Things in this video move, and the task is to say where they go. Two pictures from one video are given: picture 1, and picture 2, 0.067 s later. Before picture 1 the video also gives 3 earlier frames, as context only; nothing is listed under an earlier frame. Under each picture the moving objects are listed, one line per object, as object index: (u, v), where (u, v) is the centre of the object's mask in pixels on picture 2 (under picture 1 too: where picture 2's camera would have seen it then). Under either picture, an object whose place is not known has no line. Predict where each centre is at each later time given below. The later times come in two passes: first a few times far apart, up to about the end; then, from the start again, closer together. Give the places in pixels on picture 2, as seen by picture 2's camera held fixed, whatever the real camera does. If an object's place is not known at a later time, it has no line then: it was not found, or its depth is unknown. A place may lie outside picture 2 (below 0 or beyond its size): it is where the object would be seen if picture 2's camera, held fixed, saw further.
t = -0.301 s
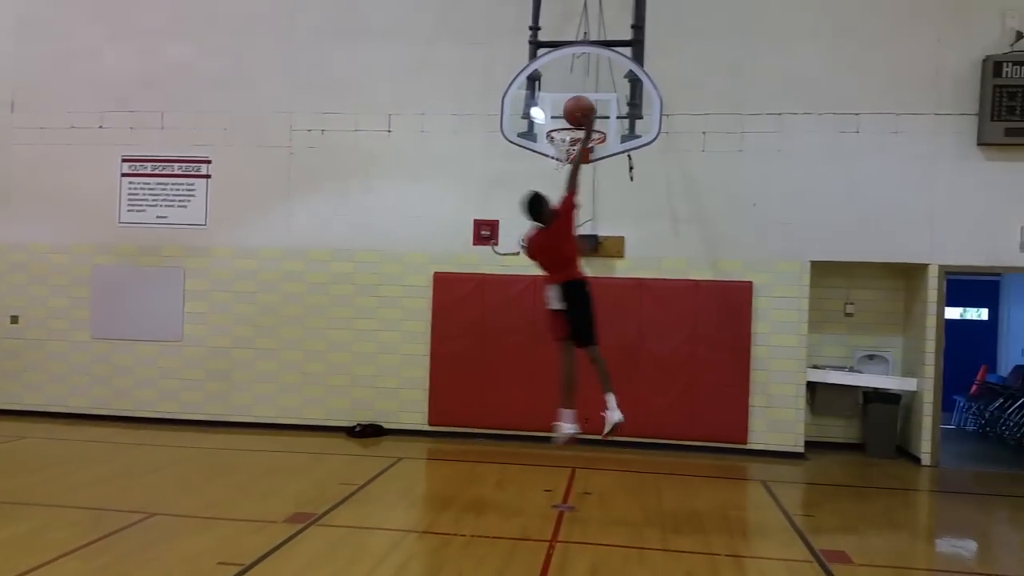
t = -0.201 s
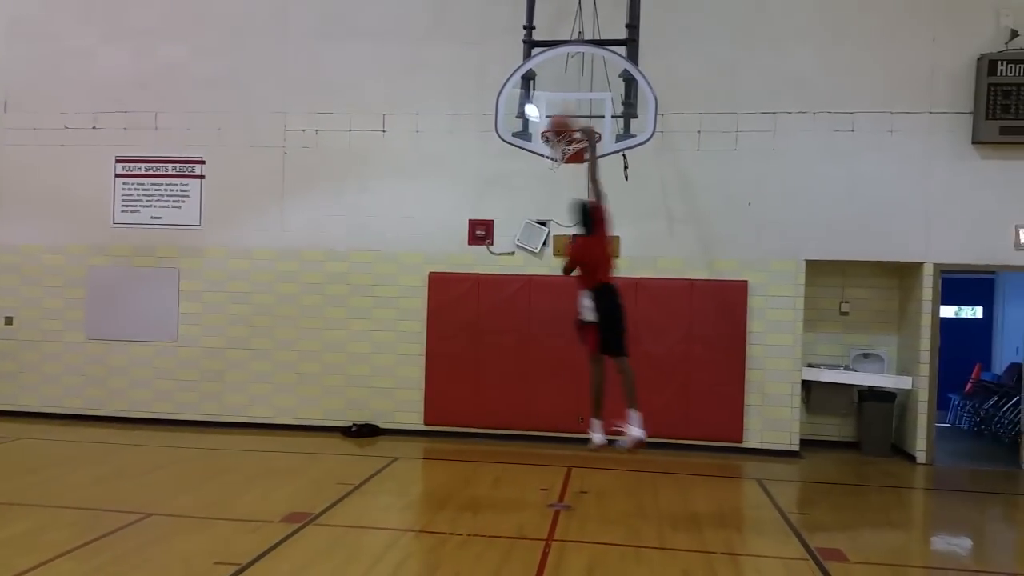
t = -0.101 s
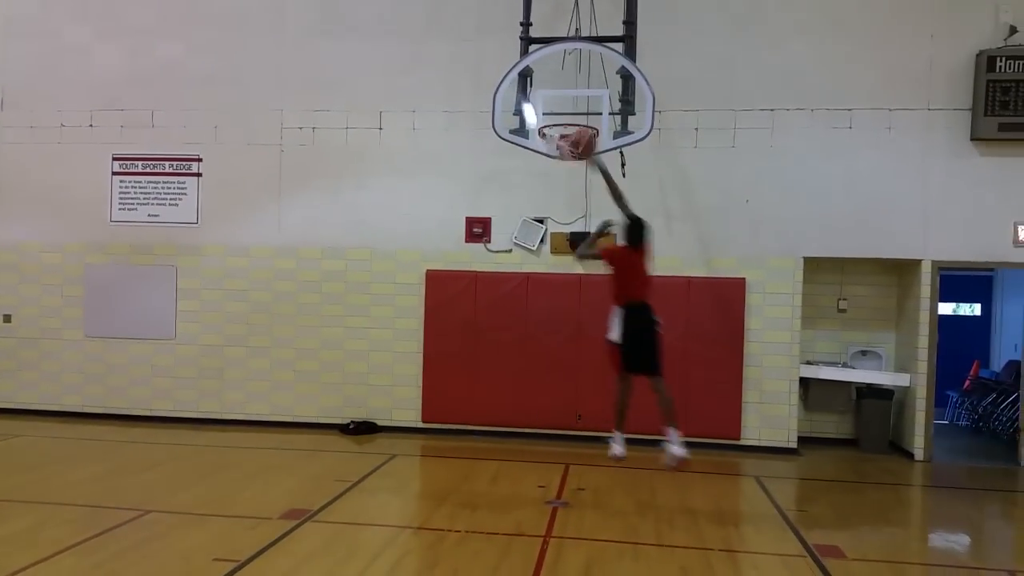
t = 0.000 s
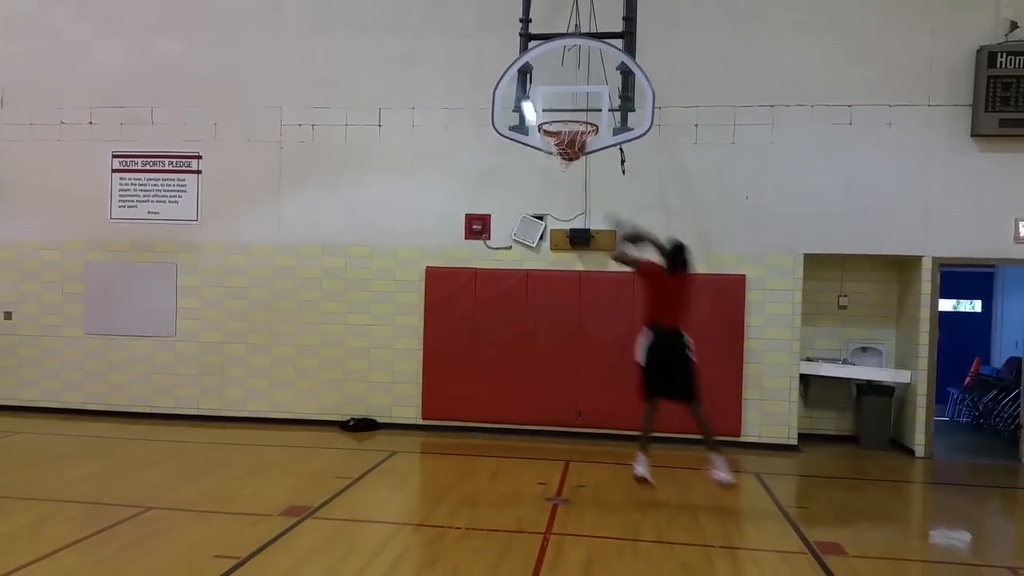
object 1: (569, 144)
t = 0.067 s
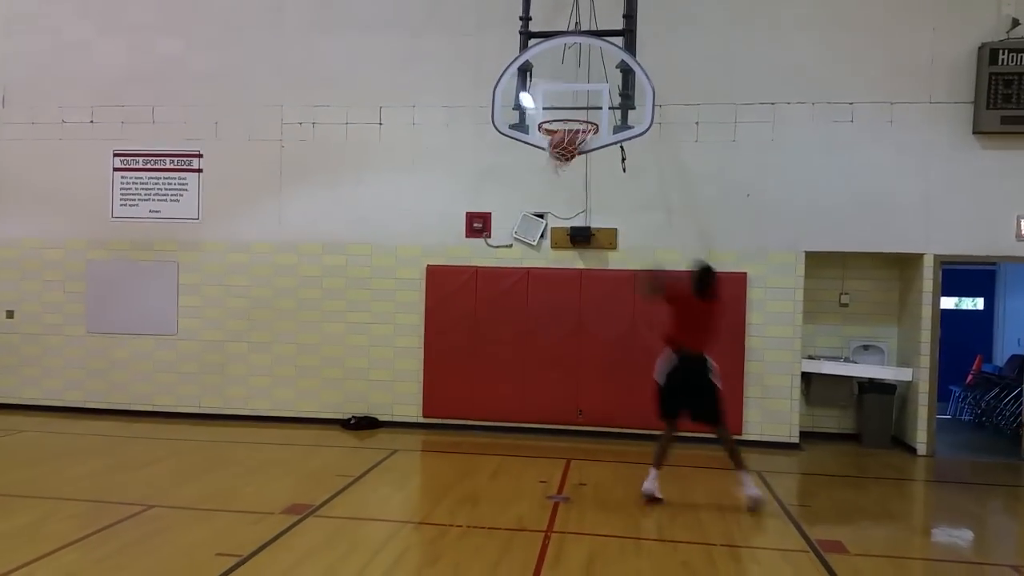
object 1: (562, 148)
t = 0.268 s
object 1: (550, 159)
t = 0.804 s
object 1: (538, 375)
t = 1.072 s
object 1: (541, 400)
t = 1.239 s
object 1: (547, 333)
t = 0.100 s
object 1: (560, 149)
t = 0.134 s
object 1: (557, 152)
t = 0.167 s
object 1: (555, 153)
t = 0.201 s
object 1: (553, 155)
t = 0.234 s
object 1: (552, 156)
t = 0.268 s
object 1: (550, 159)
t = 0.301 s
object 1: (548, 163)
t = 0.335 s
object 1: (548, 169)
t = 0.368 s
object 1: (547, 175)
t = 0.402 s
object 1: (547, 182)
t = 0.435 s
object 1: (546, 192)
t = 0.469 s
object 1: (546, 202)
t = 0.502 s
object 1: (546, 213)
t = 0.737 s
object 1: (540, 330)
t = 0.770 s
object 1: (539, 350)
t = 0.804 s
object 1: (538, 375)
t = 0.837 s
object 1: (537, 397)
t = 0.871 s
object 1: (535, 425)
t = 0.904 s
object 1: (534, 459)
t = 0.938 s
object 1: (534, 477)
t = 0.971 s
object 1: (536, 460)
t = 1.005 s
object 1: (538, 439)
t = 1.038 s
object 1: (539, 420)
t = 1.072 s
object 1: (541, 400)
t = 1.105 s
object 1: (542, 385)
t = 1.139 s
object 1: (544, 369)
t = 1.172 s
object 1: (545, 356)
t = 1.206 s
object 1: (545, 344)
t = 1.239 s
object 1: (547, 333)
